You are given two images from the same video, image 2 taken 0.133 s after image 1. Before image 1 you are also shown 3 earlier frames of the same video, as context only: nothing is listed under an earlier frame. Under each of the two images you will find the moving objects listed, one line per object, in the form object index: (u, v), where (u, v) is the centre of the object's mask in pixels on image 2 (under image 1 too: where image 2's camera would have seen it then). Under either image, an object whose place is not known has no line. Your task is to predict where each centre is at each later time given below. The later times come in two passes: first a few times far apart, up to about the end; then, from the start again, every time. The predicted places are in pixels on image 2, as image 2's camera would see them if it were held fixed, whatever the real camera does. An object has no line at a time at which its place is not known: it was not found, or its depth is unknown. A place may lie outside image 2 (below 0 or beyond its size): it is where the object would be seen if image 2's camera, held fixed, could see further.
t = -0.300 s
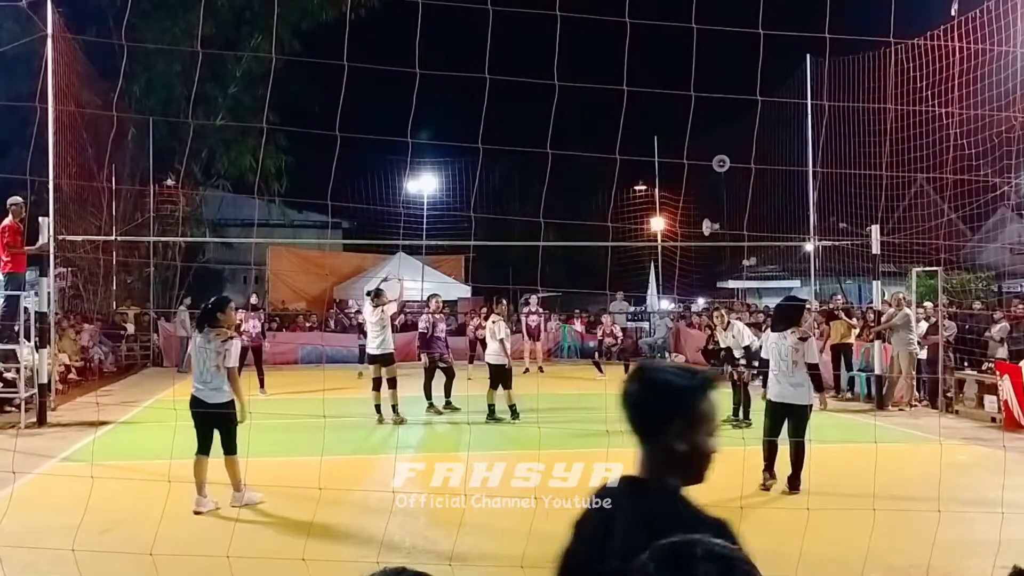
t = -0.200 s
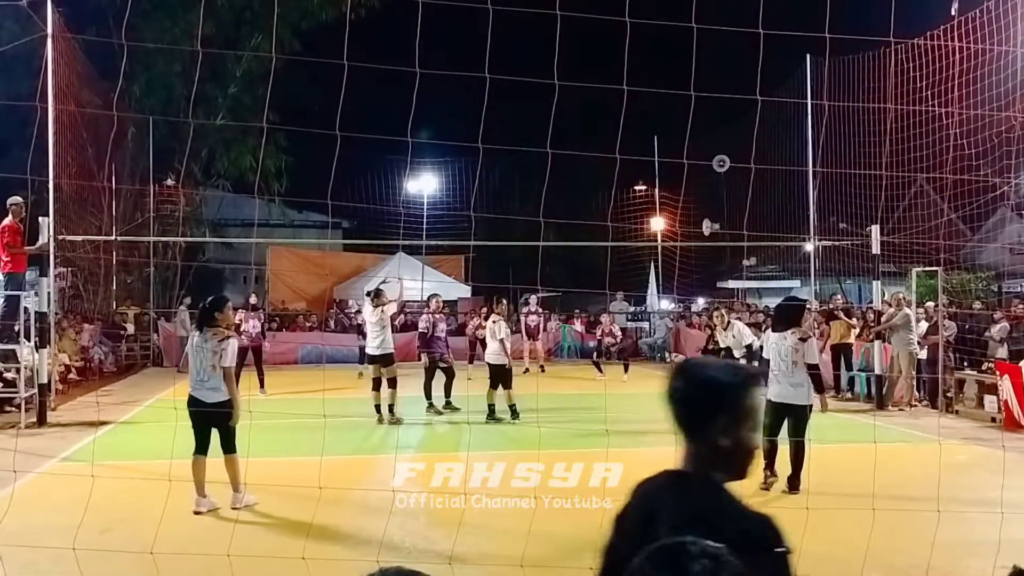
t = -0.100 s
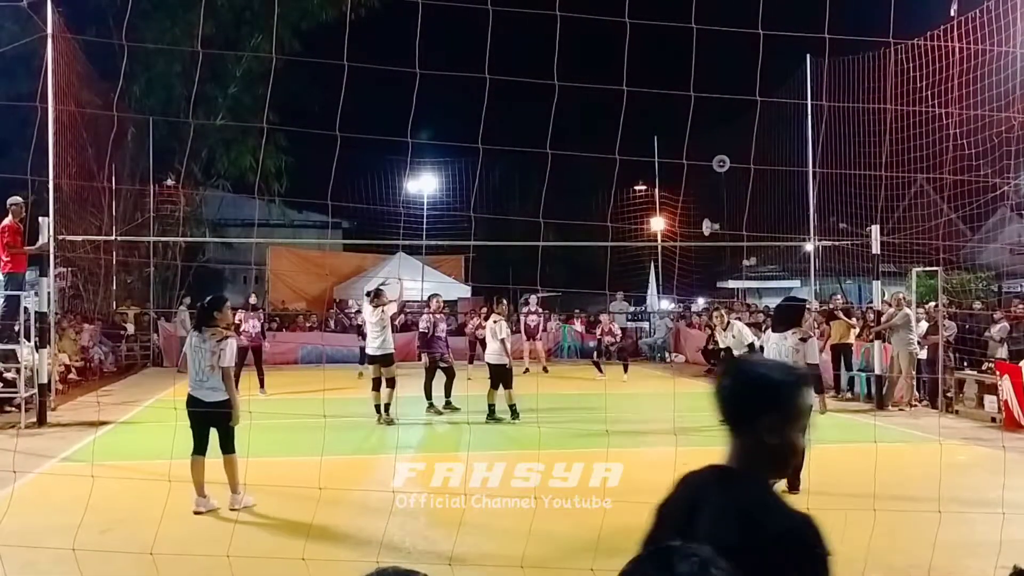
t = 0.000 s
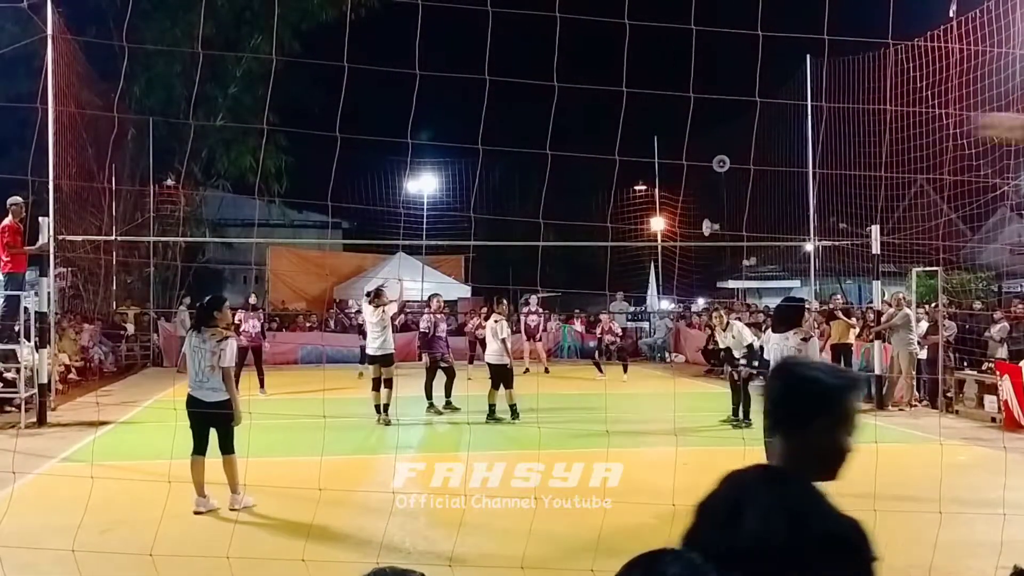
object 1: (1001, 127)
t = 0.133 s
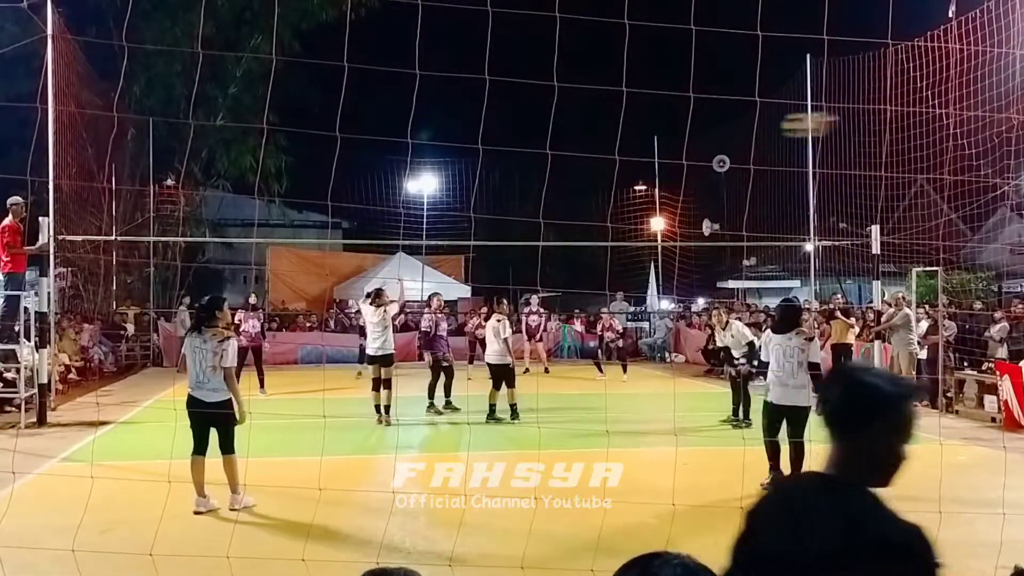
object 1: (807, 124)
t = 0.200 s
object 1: (735, 131)
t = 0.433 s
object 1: (560, 174)
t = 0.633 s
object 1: (465, 223)
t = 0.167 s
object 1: (772, 127)
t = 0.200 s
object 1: (735, 131)
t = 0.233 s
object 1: (704, 135)
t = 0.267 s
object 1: (676, 140)
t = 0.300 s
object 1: (649, 146)
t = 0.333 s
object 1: (625, 152)
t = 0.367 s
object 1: (600, 160)
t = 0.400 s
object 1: (580, 166)
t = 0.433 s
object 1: (560, 174)
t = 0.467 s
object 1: (542, 182)
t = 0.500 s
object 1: (524, 190)
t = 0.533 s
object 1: (508, 198)
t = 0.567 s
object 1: (493, 206)
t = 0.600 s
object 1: (478, 215)
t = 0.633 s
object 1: (465, 223)
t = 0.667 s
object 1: (451, 232)
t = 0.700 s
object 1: (439, 242)
